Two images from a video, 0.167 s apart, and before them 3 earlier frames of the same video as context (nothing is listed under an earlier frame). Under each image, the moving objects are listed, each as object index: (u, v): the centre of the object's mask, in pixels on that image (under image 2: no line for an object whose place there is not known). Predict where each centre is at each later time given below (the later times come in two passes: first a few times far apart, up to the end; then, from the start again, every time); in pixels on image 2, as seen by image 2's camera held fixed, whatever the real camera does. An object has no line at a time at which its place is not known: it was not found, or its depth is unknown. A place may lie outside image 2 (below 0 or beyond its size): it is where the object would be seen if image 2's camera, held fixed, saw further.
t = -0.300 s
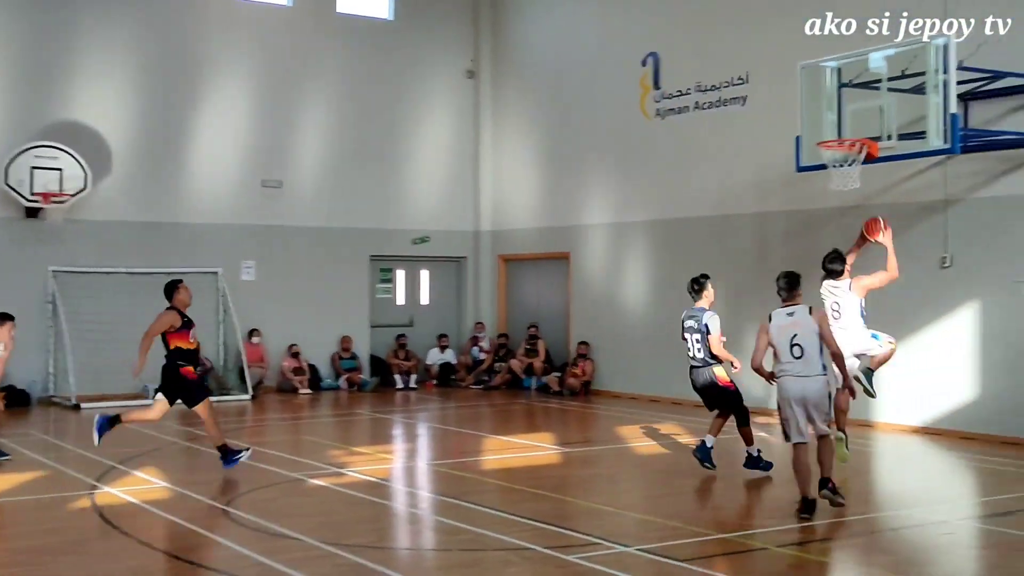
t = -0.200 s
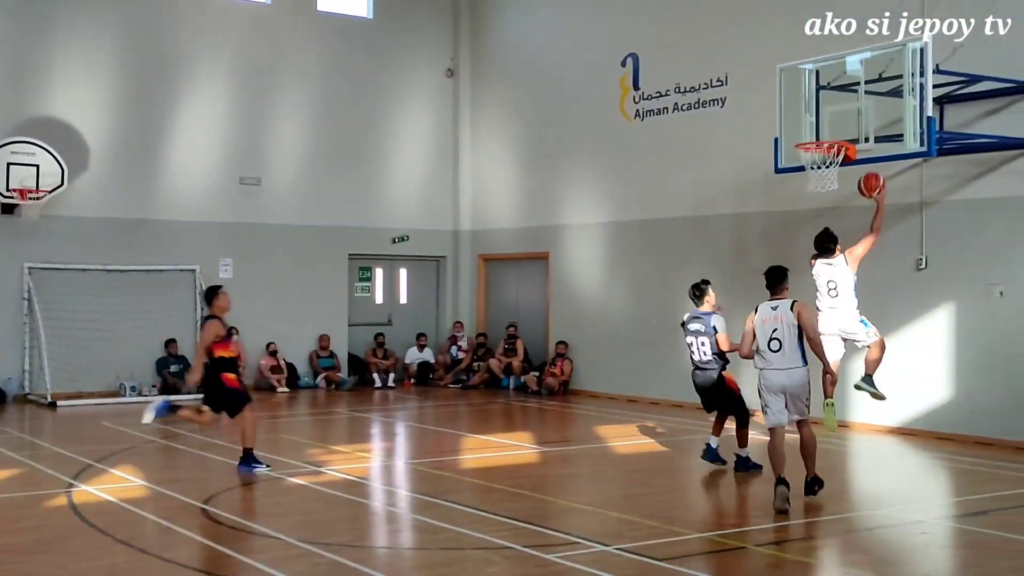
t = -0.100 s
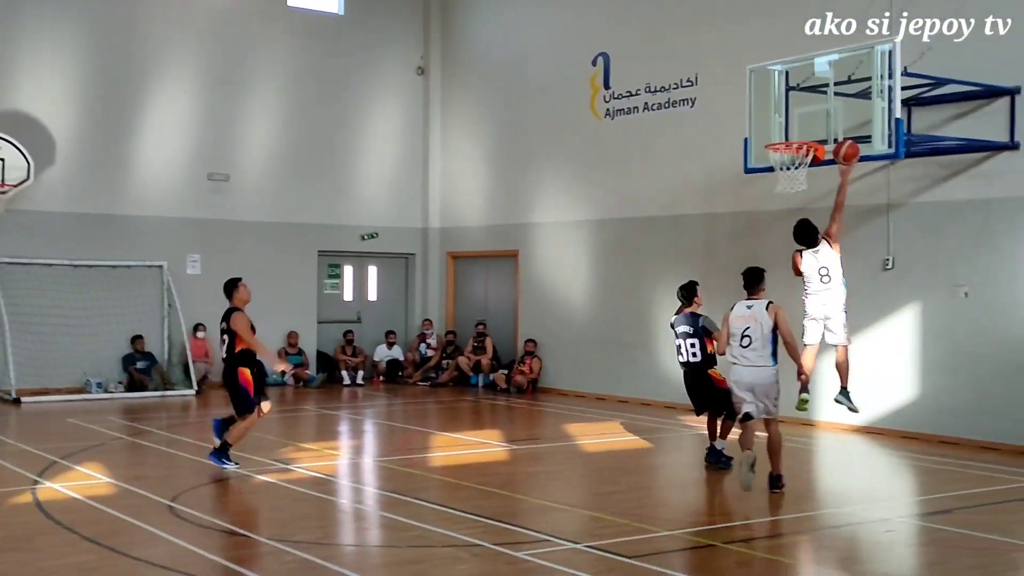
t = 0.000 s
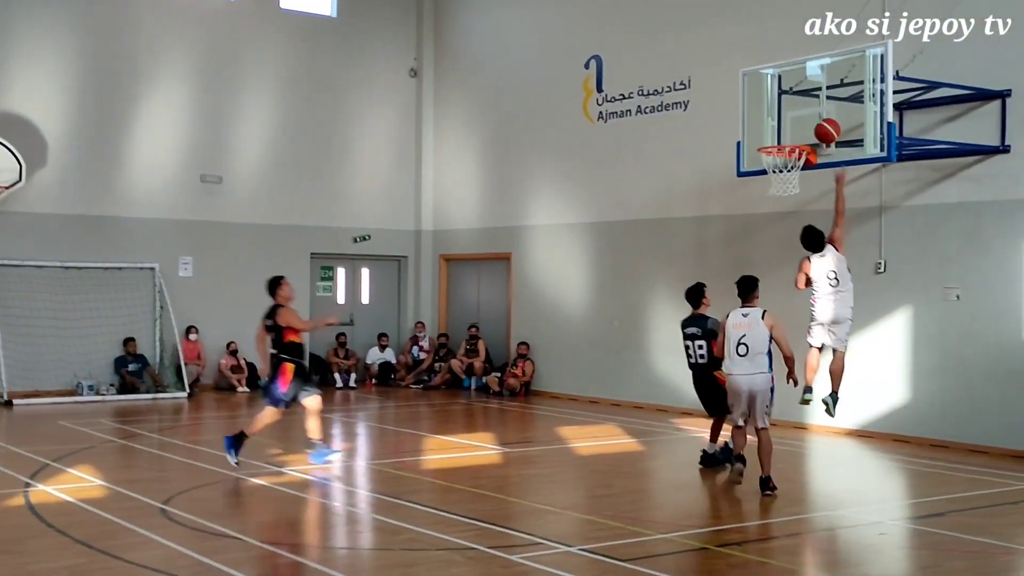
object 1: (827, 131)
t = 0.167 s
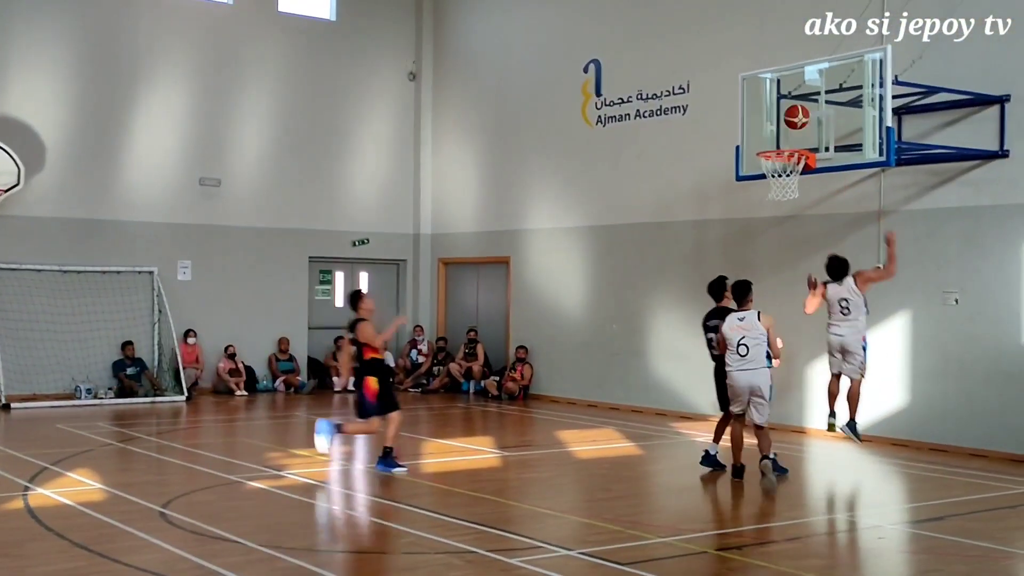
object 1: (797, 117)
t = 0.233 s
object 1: (784, 118)
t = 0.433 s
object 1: (748, 147)
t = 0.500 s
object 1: (735, 165)
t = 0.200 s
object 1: (791, 117)
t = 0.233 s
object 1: (784, 118)
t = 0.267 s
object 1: (778, 120)
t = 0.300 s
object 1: (772, 124)
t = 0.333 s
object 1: (766, 128)
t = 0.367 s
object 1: (759, 133)
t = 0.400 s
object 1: (753, 140)
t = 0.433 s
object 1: (748, 147)
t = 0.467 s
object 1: (741, 156)
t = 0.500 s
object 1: (735, 165)
